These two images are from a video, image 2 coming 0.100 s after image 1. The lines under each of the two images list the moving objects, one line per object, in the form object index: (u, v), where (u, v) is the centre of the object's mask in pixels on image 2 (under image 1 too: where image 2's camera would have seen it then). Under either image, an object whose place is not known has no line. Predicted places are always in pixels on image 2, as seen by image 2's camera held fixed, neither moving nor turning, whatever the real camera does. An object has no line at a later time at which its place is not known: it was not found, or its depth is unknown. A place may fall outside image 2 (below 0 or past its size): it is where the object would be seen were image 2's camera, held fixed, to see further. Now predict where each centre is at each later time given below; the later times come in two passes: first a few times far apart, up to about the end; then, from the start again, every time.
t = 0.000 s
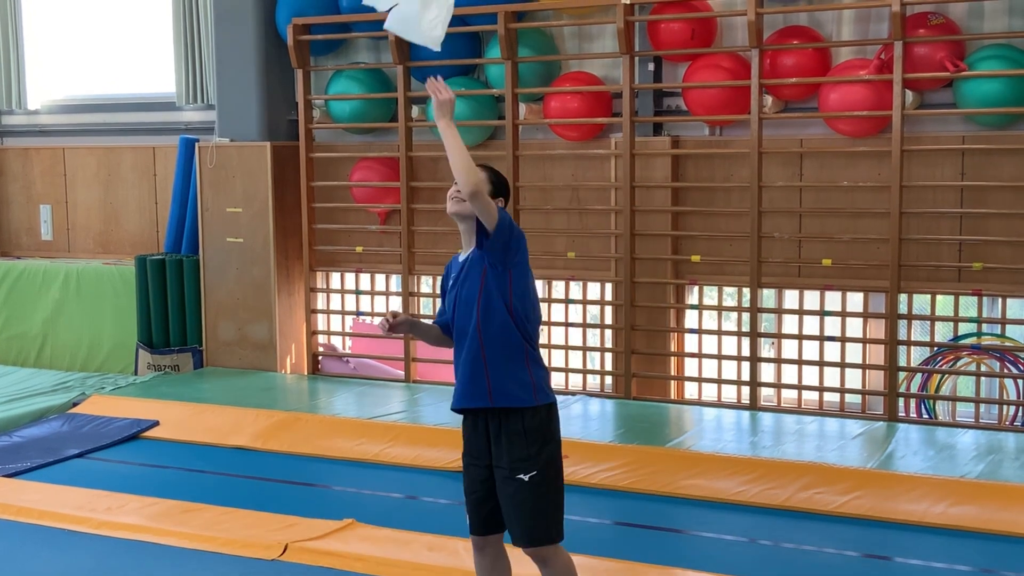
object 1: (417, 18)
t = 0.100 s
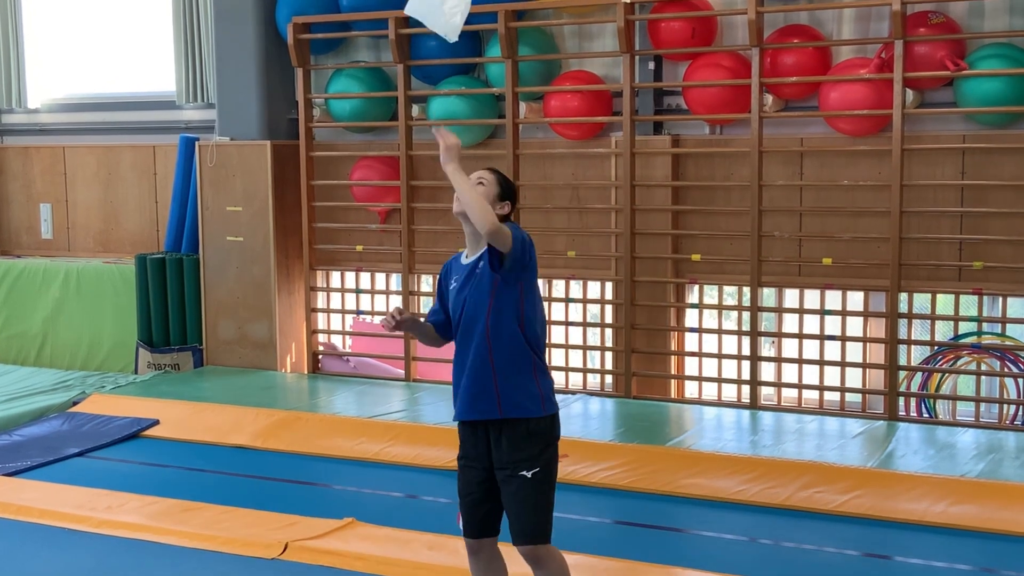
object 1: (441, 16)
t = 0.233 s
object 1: (459, 21)
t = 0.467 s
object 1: (464, 61)
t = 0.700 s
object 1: (455, 157)
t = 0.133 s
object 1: (446, 16)
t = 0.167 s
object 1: (451, 17)
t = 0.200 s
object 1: (455, 18)
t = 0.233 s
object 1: (459, 21)
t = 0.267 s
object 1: (461, 24)
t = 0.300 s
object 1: (461, 27)
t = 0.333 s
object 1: (462, 30)
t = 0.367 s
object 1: (463, 34)
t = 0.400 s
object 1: (463, 41)
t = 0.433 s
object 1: (463, 49)
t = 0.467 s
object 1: (464, 61)
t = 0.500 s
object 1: (464, 74)
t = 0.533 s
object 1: (464, 87)
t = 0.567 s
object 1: (464, 102)
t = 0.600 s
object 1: (463, 116)
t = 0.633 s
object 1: (461, 130)
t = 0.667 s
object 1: (459, 144)
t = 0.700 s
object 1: (455, 157)
